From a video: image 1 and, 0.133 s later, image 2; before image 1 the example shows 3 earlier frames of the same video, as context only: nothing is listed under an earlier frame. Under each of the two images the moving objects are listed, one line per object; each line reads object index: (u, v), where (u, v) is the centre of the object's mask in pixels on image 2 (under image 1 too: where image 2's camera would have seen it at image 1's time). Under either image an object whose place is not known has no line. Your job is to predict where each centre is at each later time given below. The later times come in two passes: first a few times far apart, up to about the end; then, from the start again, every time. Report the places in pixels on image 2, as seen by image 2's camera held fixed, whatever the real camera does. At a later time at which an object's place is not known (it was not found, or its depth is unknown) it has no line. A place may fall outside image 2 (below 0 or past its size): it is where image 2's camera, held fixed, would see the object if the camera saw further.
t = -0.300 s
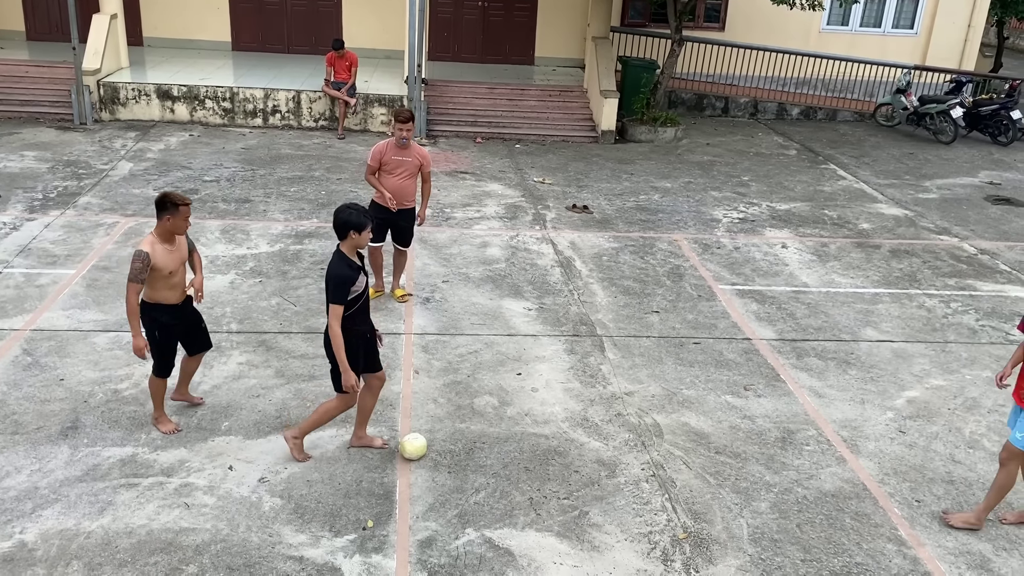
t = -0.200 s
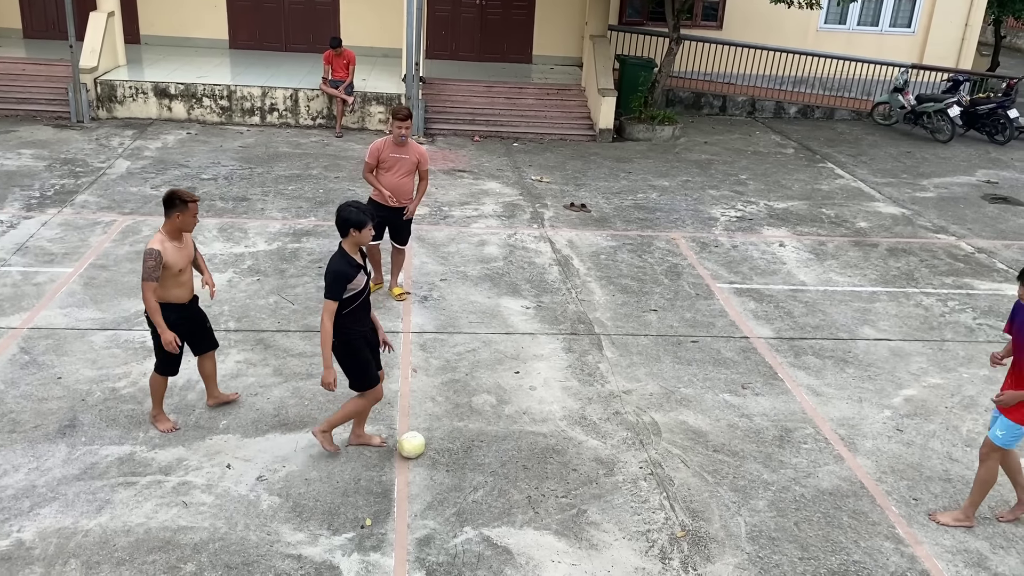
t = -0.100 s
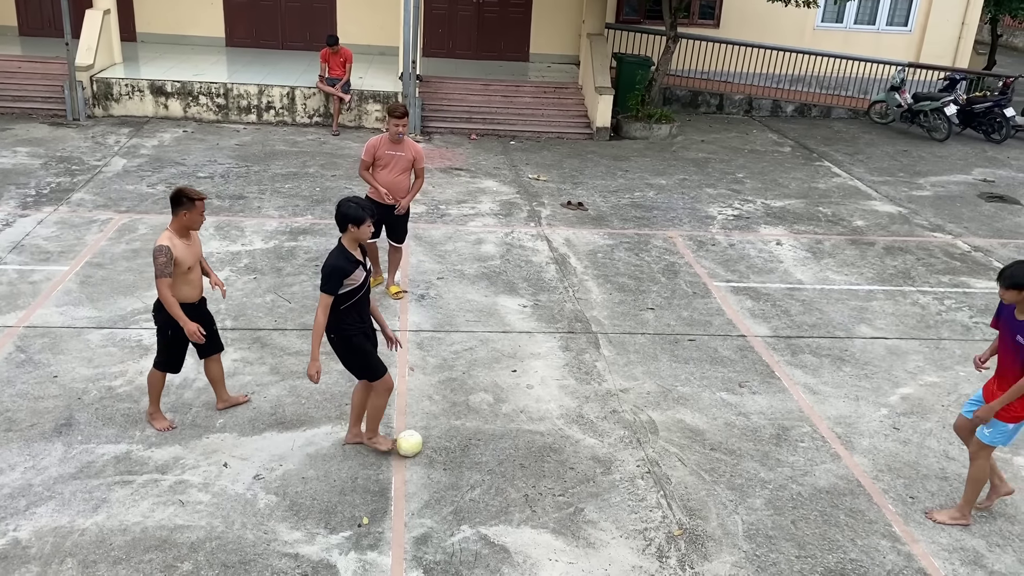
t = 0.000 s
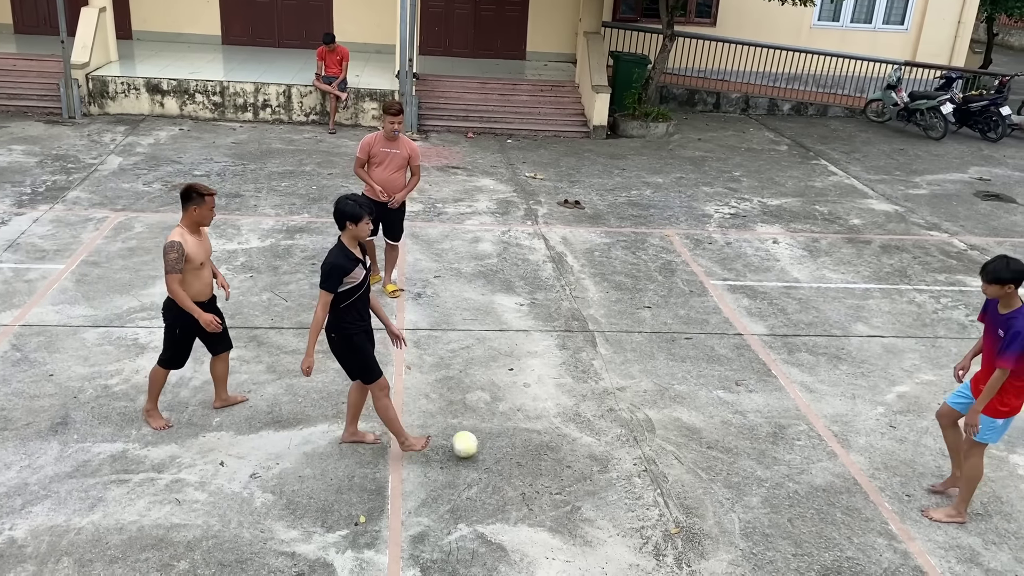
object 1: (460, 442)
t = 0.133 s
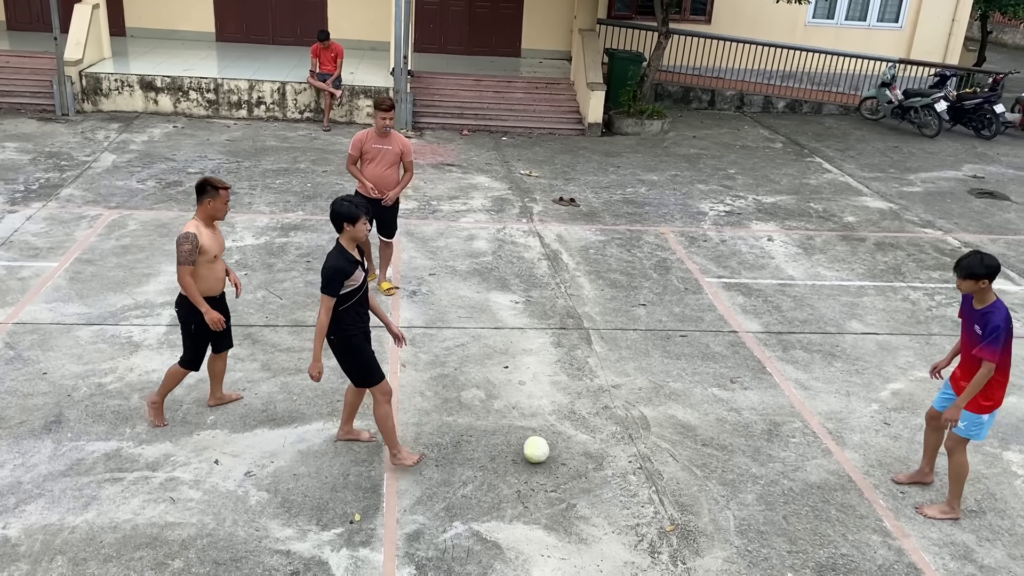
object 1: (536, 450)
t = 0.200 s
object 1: (568, 453)
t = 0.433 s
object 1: (675, 463)
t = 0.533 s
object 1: (719, 470)
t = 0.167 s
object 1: (552, 451)
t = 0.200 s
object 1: (568, 453)
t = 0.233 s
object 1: (583, 453)
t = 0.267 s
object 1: (599, 454)
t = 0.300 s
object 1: (614, 456)
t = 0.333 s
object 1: (630, 460)
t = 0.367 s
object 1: (645, 462)
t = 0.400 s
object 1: (660, 463)
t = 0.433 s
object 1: (675, 463)
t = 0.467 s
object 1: (689, 465)
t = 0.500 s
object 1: (704, 469)
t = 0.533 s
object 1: (719, 470)
